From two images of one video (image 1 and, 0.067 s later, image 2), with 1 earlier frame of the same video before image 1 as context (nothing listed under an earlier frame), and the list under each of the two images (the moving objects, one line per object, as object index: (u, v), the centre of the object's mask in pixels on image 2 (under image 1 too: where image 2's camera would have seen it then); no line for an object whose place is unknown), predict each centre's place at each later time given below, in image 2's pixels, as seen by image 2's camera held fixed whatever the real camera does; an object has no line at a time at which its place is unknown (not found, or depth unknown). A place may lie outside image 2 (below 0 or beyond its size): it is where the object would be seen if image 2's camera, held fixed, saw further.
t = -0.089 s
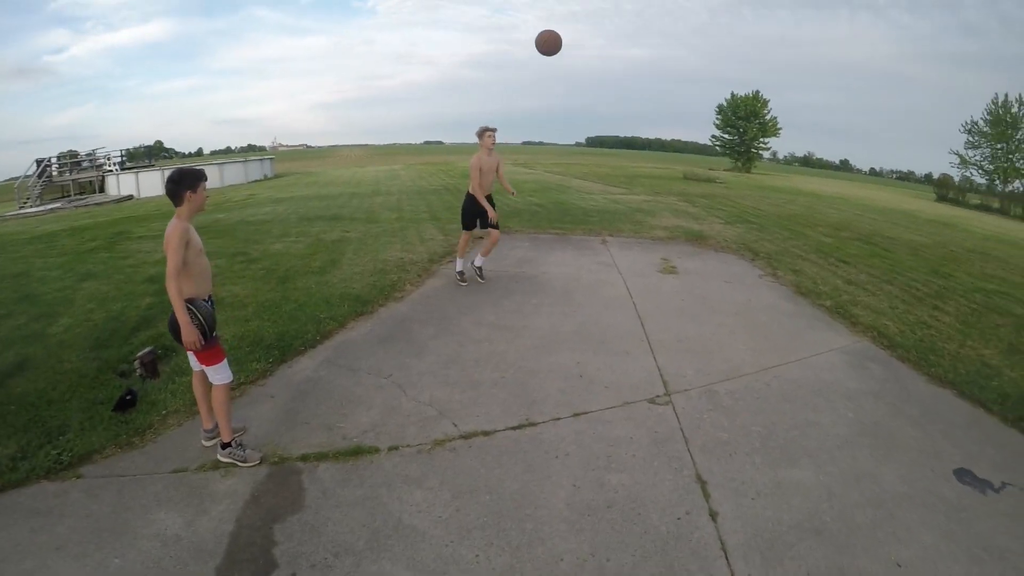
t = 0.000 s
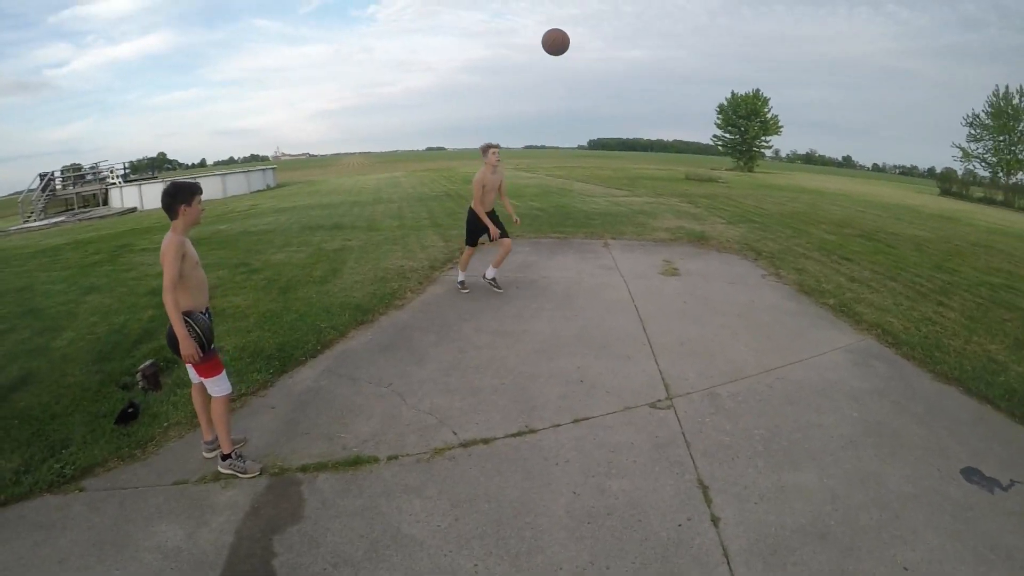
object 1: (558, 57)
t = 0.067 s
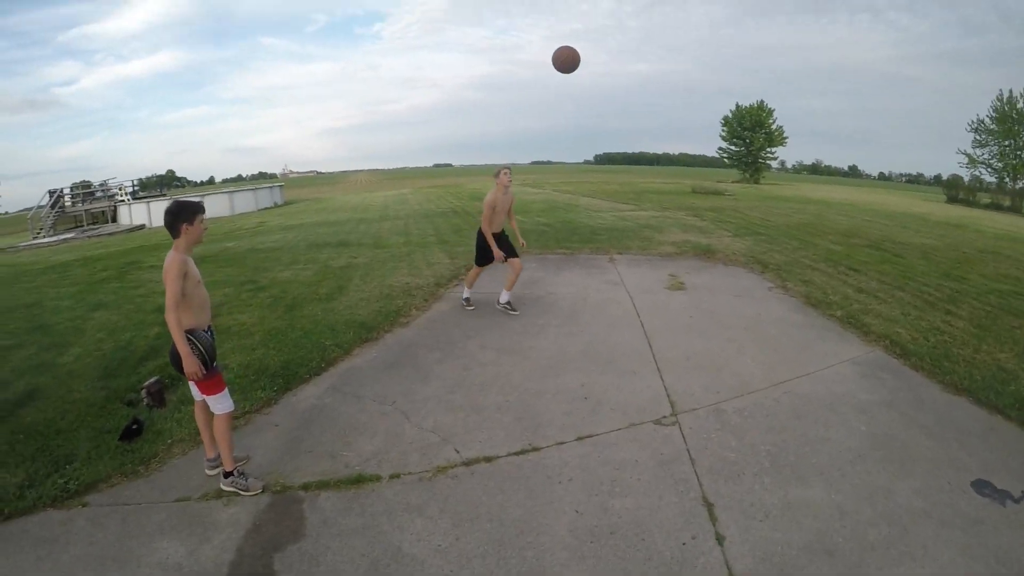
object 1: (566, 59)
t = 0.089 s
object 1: (569, 62)
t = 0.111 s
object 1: (571, 64)
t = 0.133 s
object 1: (575, 67)
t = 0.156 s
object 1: (577, 70)
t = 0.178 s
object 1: (579, 74)
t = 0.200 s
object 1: (581, 78)
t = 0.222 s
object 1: (583, 83)
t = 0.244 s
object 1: (585, 88)
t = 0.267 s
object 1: (588, 94)
